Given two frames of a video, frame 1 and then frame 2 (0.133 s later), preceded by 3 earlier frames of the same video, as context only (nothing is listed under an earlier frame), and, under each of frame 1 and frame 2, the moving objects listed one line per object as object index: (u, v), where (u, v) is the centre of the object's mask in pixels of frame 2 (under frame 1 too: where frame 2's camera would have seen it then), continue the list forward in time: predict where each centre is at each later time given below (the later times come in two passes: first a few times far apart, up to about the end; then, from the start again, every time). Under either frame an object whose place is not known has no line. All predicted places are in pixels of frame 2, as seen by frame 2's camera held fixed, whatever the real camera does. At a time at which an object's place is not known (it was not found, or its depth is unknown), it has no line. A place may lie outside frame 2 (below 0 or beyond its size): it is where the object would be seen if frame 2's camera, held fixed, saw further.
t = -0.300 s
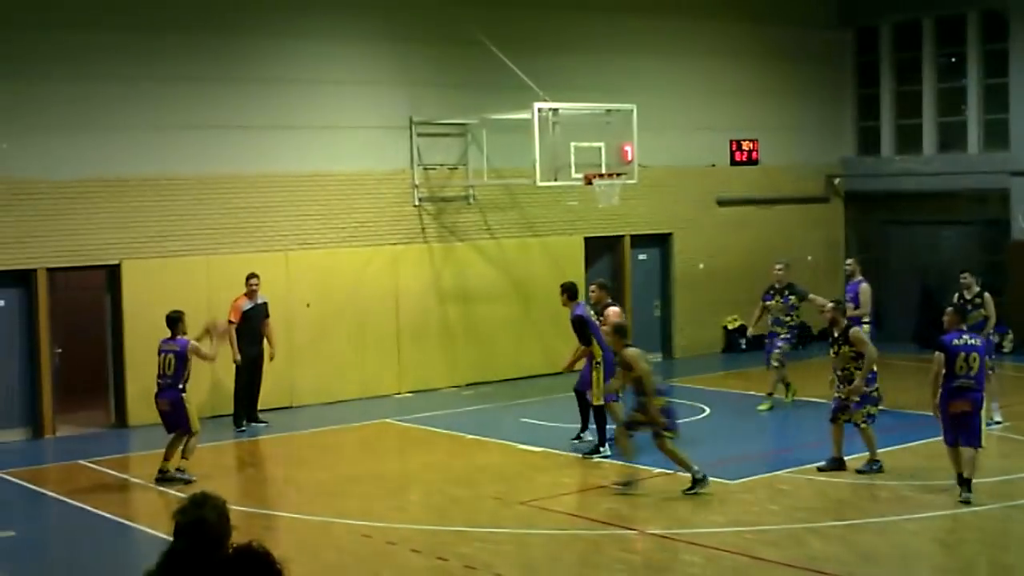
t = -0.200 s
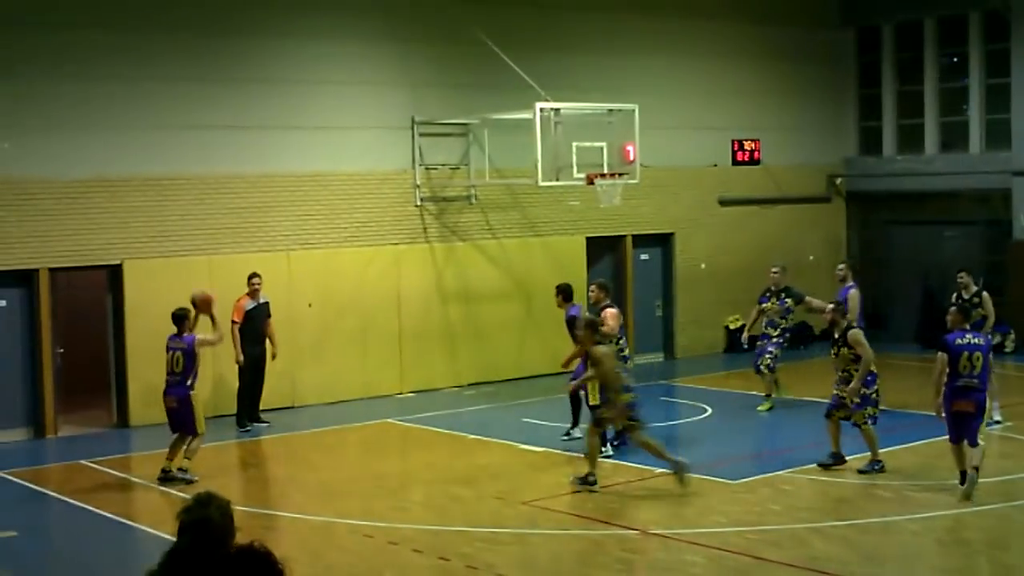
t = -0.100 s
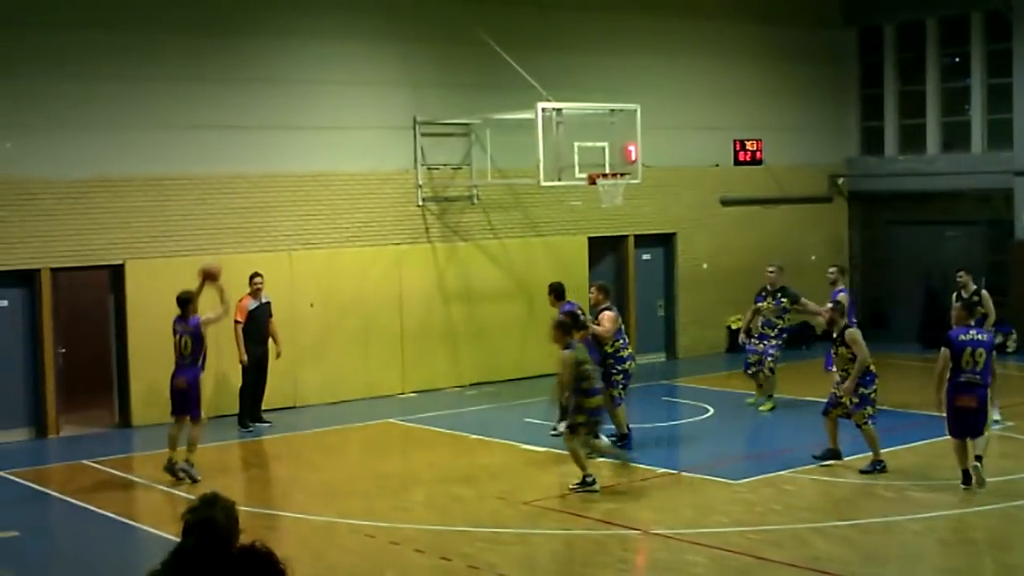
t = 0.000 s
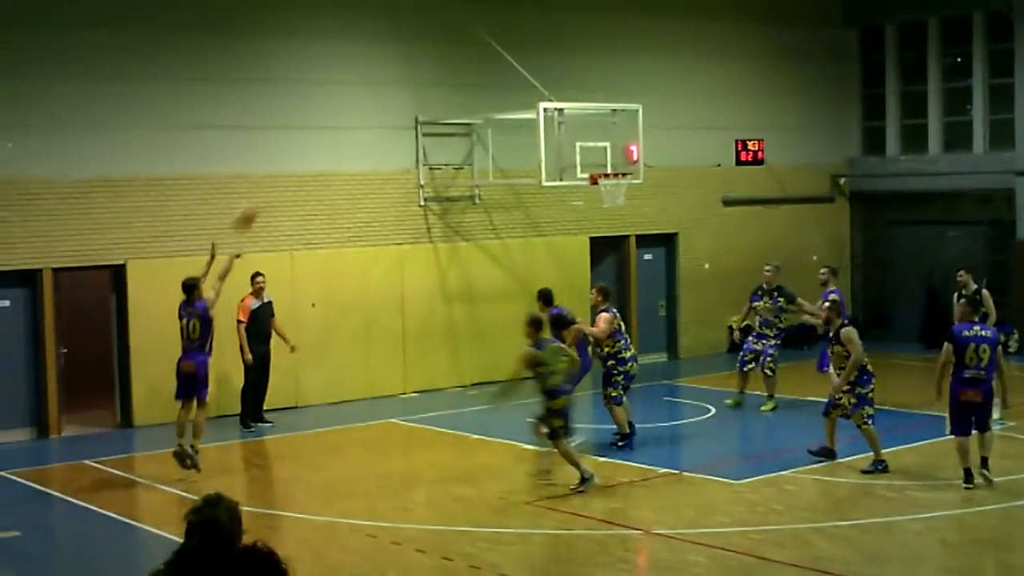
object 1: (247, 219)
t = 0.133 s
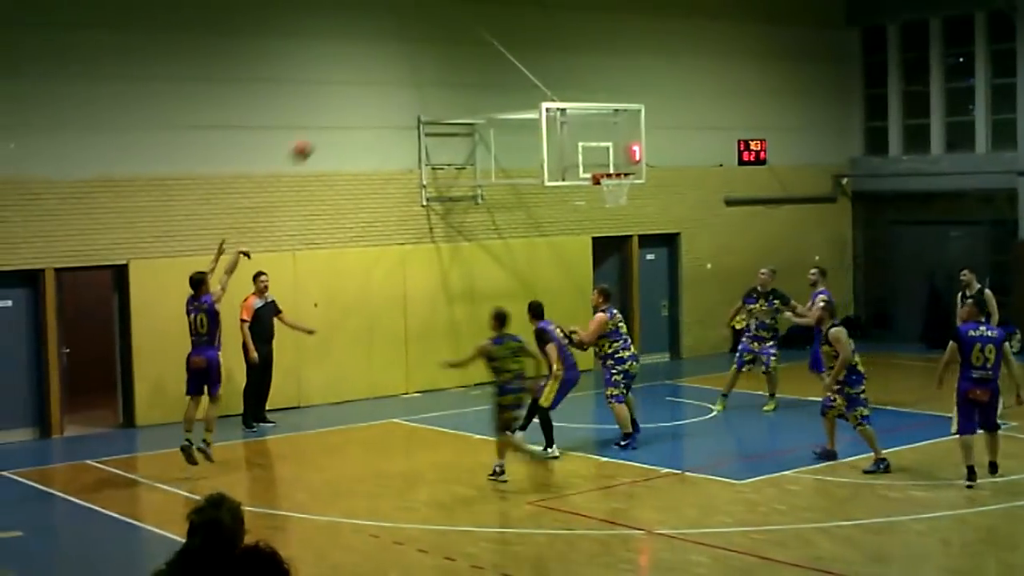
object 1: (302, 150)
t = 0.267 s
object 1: (354, 101)
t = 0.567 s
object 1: (460, 57)
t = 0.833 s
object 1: (549, 81)
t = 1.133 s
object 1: (632, 157)
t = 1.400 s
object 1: (637, 104)
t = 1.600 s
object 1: (642, 95)
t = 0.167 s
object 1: (315, 135)
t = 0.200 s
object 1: (328, 122)
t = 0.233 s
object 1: (341, 111)
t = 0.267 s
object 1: (354, 101)
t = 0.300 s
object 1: (366, 92)
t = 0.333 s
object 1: (379, 83)
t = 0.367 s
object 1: (390, 77)
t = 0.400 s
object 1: (403, 71)
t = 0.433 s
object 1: (414, 66)
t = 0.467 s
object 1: (426, 62)
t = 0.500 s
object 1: (437, 59)
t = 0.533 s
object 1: (449, 57)
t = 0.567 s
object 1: (460, 57)
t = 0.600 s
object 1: (471, 57)
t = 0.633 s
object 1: (484, 58)
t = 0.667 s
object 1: (494, 59)
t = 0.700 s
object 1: (505, 61)
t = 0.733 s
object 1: (517, 65)
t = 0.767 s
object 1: (527, 69)
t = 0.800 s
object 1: (538, 75)
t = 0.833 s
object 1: (549, 81)
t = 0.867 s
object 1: (558, 88)
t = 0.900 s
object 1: (568, 95)
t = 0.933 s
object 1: (578, 104)
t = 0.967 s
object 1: (588, 115)
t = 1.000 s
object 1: (598, 124)
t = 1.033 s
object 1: (608, 134)
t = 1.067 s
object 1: (618, 146)
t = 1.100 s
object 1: (629, 158)
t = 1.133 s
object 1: (632, 157)
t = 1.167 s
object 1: (632, 149)
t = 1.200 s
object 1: (633, 139)
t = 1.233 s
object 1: (634, 132)
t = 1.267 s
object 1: (635, 125)
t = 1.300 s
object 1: (635, 119)
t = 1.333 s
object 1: (636, 112)
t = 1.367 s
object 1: (637, 108)
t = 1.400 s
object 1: (637, 104)
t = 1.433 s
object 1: (638, 100)
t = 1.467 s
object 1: (639, 97)
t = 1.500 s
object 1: (640, 95)
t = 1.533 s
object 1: (641, 95)
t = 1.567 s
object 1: (642, 95)
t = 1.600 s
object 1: (642, 95)
